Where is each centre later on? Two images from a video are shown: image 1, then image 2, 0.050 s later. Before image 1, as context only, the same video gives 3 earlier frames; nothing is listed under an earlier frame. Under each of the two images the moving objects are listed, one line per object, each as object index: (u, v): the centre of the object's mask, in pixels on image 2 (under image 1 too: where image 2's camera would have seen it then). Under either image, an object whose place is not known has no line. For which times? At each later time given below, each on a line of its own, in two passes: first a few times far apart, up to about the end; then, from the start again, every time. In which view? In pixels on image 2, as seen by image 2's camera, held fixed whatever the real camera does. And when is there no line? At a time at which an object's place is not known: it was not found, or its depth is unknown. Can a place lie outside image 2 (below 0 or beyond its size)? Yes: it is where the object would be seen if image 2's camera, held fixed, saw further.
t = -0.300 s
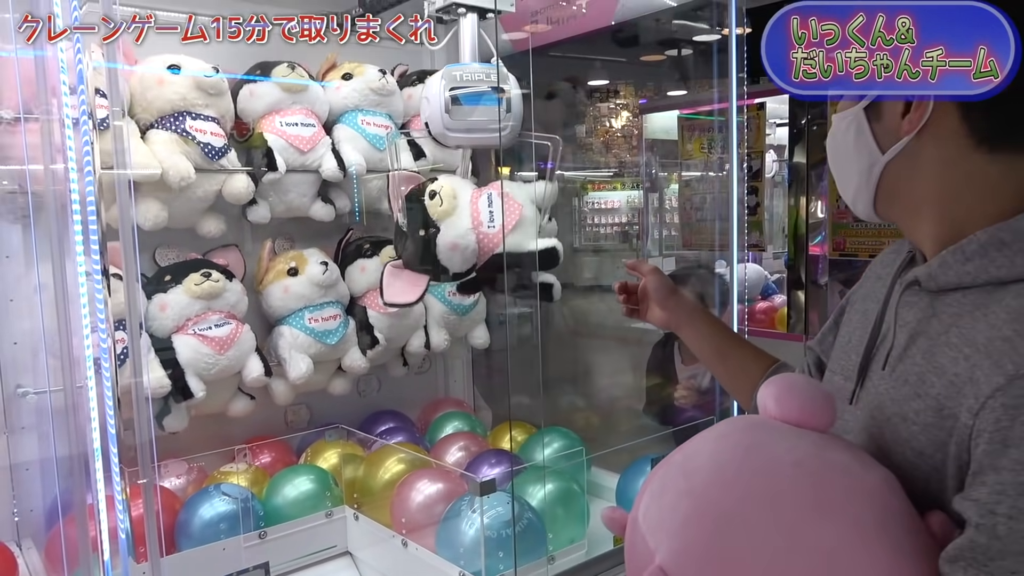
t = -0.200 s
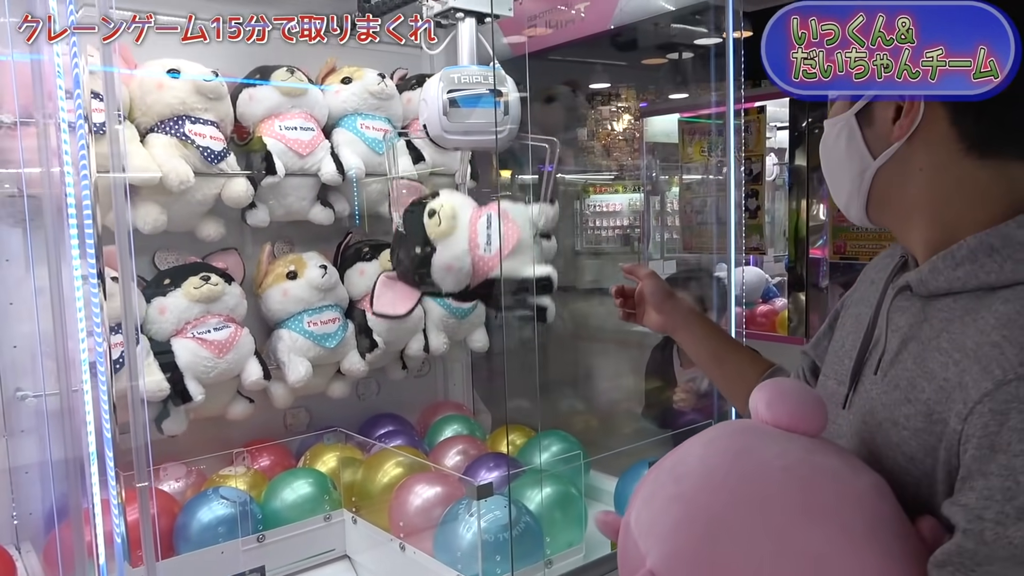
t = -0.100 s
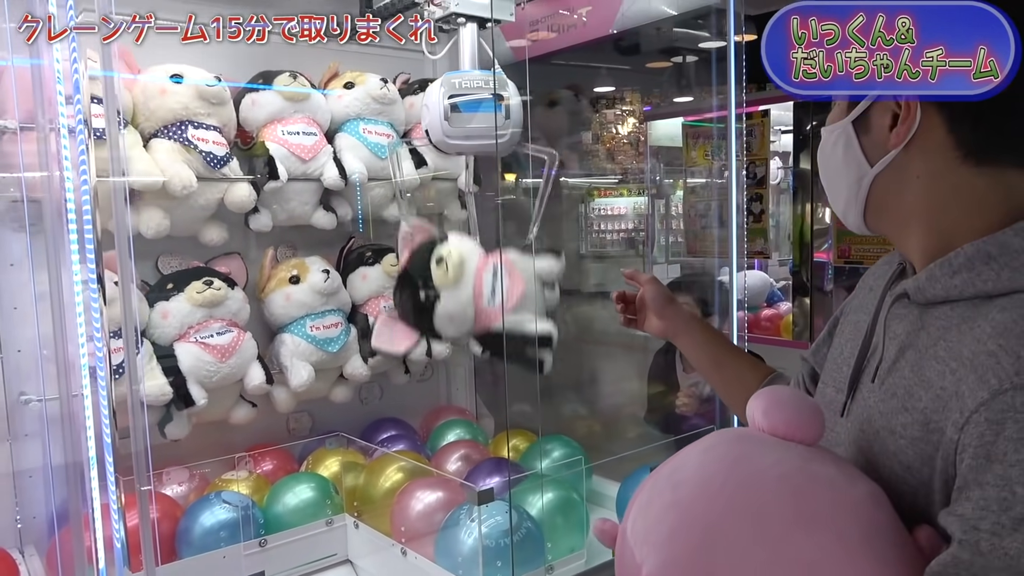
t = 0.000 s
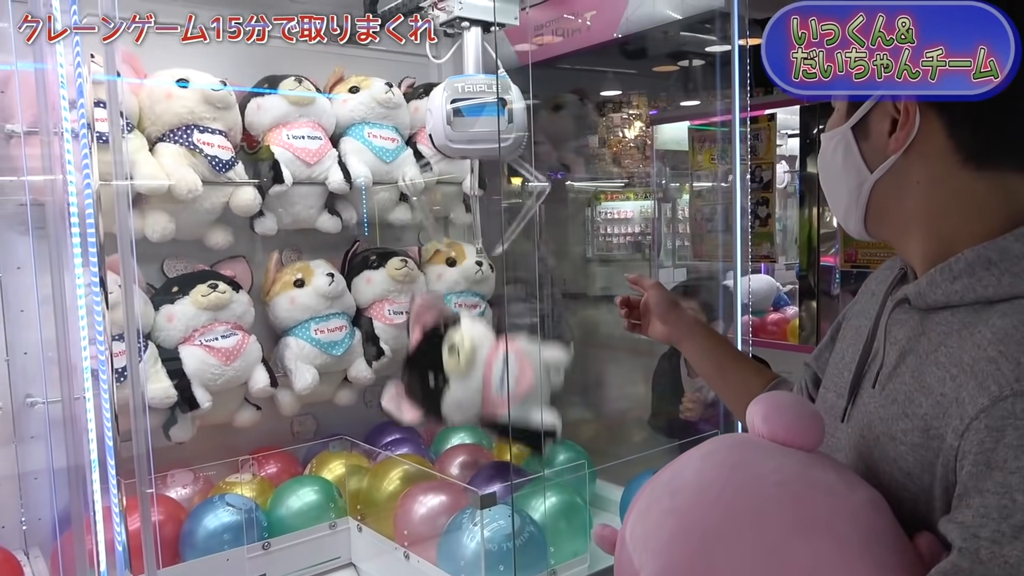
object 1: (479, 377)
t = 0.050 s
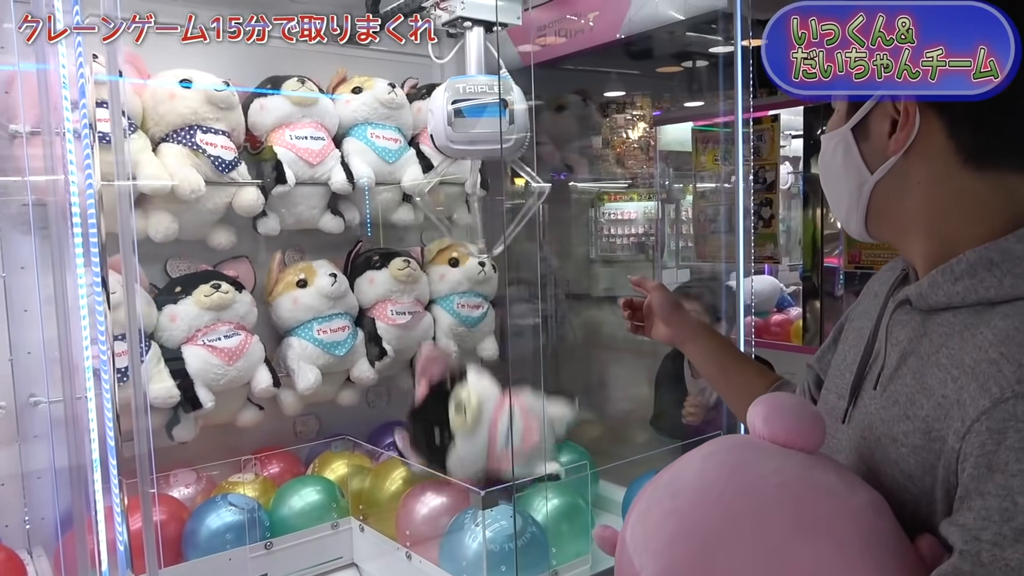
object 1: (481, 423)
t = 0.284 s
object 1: (473, 393)
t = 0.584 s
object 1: (457, 423)
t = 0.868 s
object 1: (476, 433)
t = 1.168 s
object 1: (489, 437)
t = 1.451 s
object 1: (502, 441)
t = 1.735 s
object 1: (502, 443)
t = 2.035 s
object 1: (502, 441)
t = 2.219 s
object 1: (503, 442)
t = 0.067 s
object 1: (480, 438)
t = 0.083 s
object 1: (478, 447)
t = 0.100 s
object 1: (475, 448)
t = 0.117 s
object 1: (476, 444)
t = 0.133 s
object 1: (475, 436)
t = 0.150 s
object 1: (476, 429)
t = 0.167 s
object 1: (475, 422)
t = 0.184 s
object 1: (475, 416)
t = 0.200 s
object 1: (476, 411)
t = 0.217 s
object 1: (477, 402)
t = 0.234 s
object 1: (476, 399)
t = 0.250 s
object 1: (476, 396)
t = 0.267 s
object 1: (474, 394)
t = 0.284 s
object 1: (473, 393)
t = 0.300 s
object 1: (472, 393)
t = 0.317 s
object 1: (471, 394)
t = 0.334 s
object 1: (470, 395)
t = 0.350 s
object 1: (470, 397)
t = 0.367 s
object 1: (470, 399)
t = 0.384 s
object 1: (469, 404)
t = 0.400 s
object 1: (468, 408)
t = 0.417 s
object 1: (468, 413)
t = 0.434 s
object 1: (466, 417)
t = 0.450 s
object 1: (466, 420)
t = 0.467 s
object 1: (466, 421)
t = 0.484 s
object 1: (466, 422)
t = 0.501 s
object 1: (465, 422)
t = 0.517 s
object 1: (463, 422)
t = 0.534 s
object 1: (461, 422)
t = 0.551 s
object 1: (459, 422)
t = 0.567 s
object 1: (457, 422)
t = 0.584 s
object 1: (457, 423)
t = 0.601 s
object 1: (458, 426)
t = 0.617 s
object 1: (458, 428)
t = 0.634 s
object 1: (459, 431)
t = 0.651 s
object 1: (460, 433)
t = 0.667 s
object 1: (462, 433)
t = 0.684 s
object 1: (463, 432)
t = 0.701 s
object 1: (468, 433)
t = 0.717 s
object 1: (471, 433)
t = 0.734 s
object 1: (472, 433)
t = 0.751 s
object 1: (474, 432)
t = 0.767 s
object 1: (475, 433)
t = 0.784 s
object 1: (476, 432)
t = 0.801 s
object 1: (476, 432)
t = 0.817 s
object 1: (476, 432)
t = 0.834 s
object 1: (477, 433)
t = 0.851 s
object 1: (477, 433)
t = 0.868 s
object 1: (476, 433)
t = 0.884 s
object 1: (477, 434)
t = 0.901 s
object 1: (476, 434)
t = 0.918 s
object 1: (474, 433)
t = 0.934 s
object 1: (474, 433)
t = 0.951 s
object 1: (476, 435)
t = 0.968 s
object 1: (476, 435)
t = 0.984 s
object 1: (476, 434)
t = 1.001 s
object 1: (478, 434)
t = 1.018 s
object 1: (480, 434)
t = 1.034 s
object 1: (481, 434)
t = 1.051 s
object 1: (483, 434)
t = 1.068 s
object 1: (484, 434)
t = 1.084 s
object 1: (485, 435)
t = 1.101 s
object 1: (486, 436)
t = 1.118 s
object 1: (487, 436)
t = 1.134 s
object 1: (487, 437)
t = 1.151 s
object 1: (488, 437)
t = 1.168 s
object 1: (489, 437)
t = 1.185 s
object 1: (490, 438)
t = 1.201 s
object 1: (490, 438)
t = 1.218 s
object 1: (491, 438)
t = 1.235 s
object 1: (492, 438)
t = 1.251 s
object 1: (492, 438)
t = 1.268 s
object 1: (493, 439)
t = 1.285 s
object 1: (494, 439)
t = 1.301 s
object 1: (495, 440)
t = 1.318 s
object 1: (496, 440)
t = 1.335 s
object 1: (497, 440)
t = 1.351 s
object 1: (498, 441)
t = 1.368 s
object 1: (499, 441)
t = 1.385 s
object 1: (500, 441)
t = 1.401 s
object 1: (500, 441)
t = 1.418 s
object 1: (501, 441)
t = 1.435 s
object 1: (502, 441)
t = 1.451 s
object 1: (502, 441)
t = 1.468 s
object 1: (503, 442)
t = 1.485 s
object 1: (504, 442)
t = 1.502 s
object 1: (504, 442)
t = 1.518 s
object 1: (504, 442)
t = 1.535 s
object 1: (505, 442)
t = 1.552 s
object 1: (505, 442)
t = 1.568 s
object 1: (505, 443)
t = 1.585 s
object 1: (505, 443)
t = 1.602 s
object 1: (505, 443)
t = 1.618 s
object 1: (505, 443)
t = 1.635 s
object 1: (505, 443)
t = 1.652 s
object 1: (504, 443)
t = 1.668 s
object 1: (504, 443)
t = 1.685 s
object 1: (503, 443)
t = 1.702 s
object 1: (503, 443)
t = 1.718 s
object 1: (503, 443)
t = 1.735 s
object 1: (502, 443)
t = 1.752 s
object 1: (502, 443)
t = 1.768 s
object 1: (502, 442)
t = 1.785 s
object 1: (502, 442)
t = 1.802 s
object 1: (502, 442)
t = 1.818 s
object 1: (502, 442)
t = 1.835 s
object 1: (502, 442)
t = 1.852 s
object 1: (502, 442)
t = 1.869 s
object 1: (502, 442)
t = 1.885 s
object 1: (502, 442)
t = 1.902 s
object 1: (502, 442)
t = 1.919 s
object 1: (502, 442)
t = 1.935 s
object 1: (502, 441)
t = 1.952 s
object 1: (502, 441)
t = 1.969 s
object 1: (502, 441)
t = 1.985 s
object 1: (502, 441)
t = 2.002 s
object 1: (502, 441)
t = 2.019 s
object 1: (502, 441)
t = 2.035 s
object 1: (502, 441)
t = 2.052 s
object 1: (502, 441)
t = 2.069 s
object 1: (502, 441)
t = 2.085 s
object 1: (502, 441)
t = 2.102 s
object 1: (502, 442)
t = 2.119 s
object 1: (502, 442)
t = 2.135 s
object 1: (502, 442)
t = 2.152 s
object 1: (502, 442)
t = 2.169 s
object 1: (502, 442)
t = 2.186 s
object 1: (503, 442)
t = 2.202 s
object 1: (503, 442)
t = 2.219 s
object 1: (503, 442)
